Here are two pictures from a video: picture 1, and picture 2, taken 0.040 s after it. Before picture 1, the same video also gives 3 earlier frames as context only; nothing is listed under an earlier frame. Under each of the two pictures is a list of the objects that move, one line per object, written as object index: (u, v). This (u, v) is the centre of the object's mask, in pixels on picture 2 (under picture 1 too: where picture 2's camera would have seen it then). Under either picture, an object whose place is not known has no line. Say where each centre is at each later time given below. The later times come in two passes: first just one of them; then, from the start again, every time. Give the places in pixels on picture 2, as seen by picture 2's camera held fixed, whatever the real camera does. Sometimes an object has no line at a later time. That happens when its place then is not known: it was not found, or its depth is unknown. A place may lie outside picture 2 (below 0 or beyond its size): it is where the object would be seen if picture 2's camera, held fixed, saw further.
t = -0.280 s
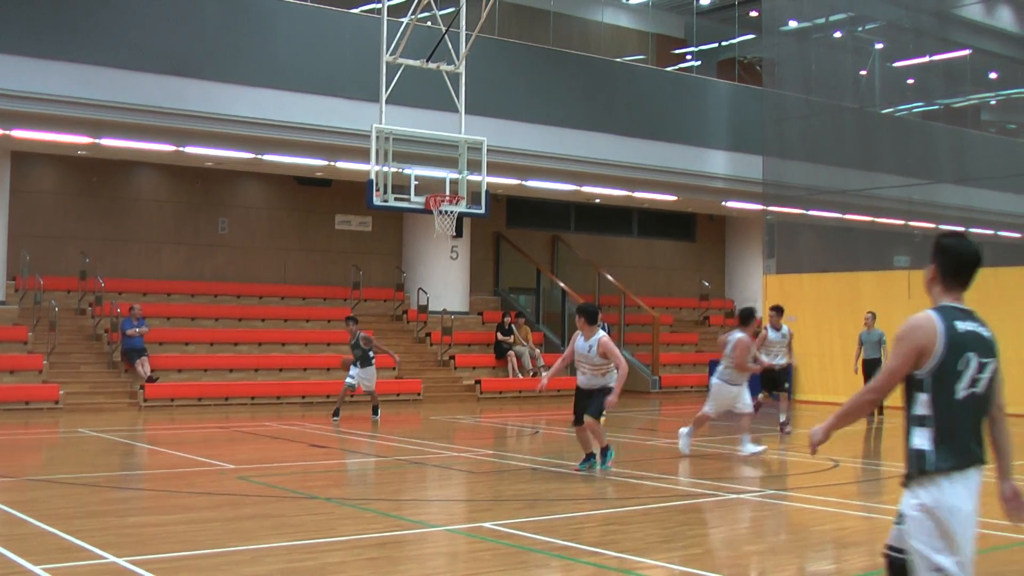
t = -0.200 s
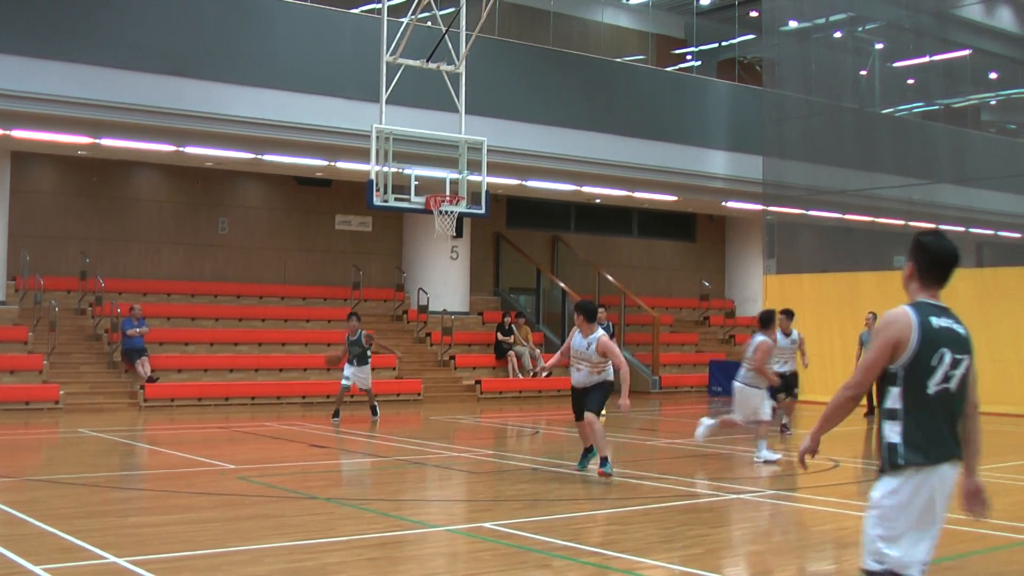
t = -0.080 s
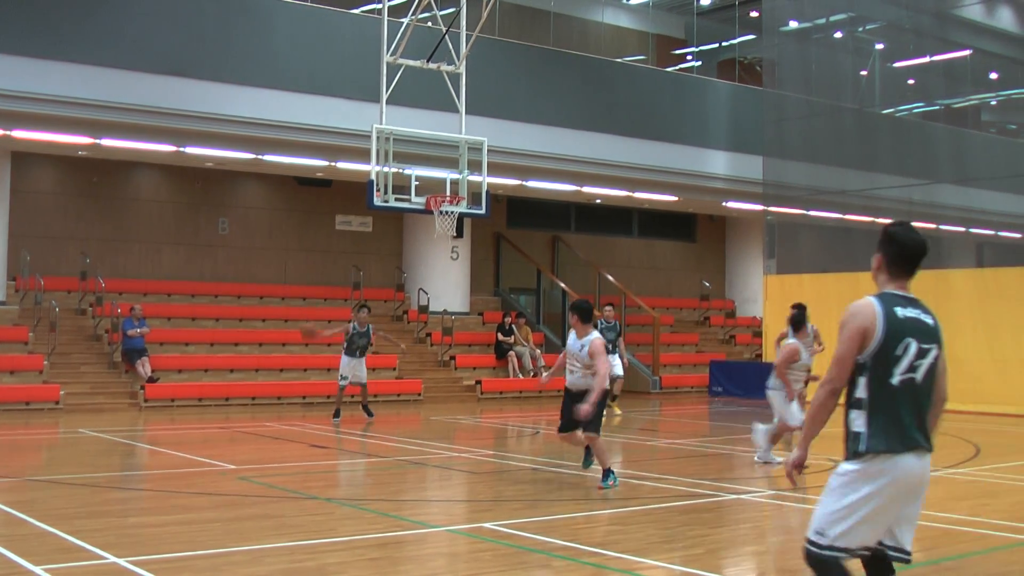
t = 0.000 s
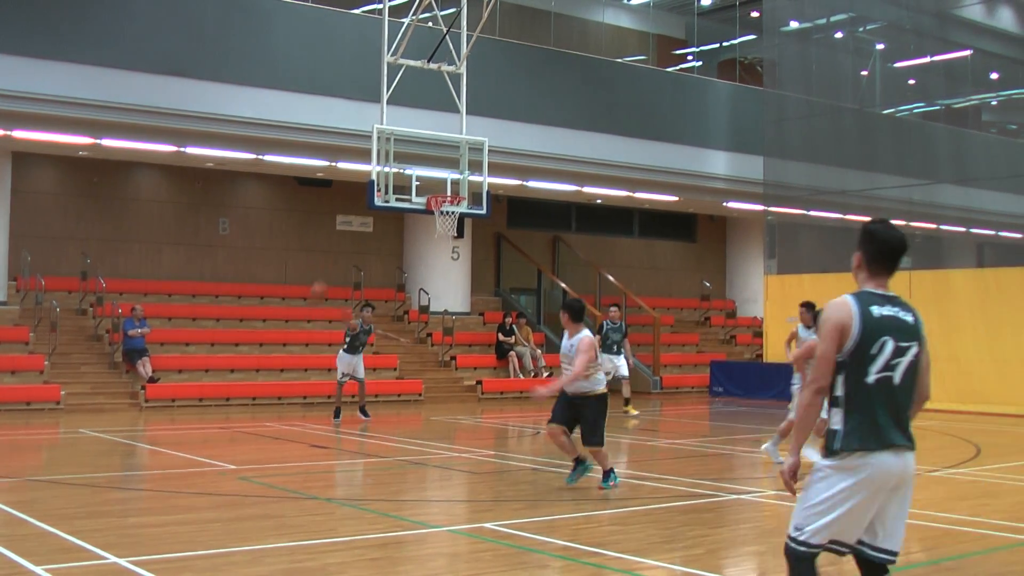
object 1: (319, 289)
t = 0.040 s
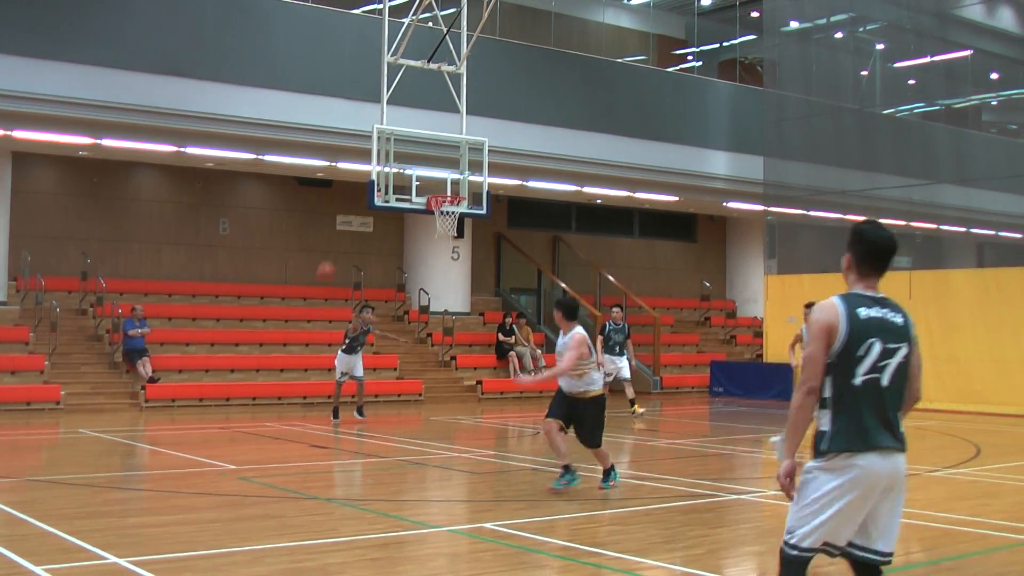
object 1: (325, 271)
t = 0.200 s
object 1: (353, 198)
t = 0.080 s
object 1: (332, 253)
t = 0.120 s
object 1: (339, 235)
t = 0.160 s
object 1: (346, 216)
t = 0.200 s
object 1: (353, 198)
